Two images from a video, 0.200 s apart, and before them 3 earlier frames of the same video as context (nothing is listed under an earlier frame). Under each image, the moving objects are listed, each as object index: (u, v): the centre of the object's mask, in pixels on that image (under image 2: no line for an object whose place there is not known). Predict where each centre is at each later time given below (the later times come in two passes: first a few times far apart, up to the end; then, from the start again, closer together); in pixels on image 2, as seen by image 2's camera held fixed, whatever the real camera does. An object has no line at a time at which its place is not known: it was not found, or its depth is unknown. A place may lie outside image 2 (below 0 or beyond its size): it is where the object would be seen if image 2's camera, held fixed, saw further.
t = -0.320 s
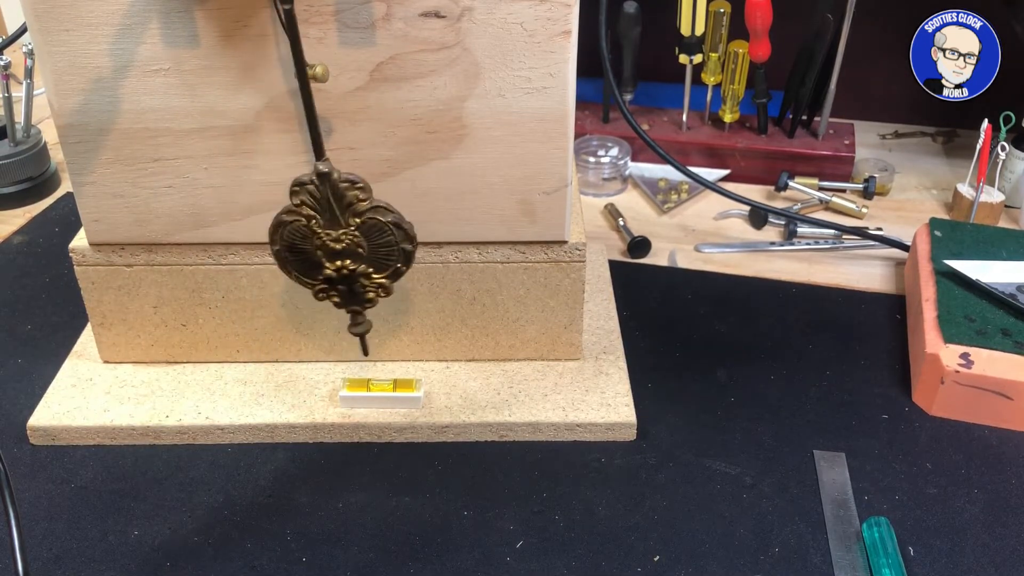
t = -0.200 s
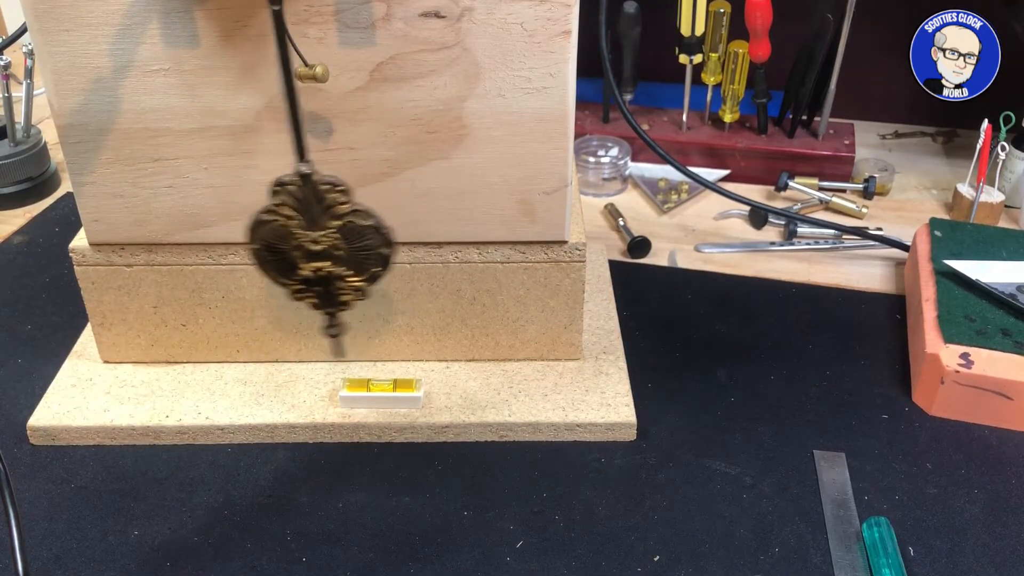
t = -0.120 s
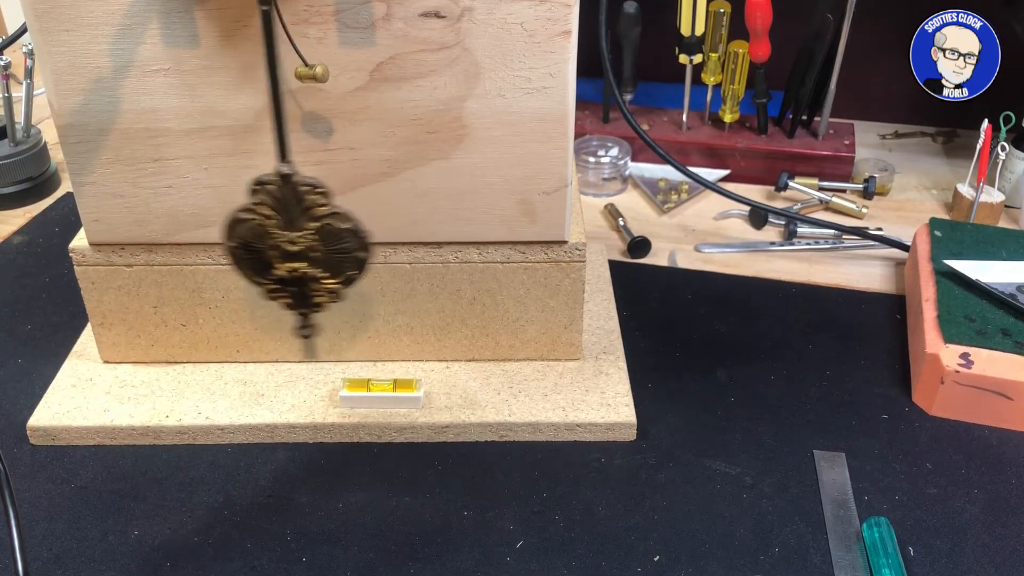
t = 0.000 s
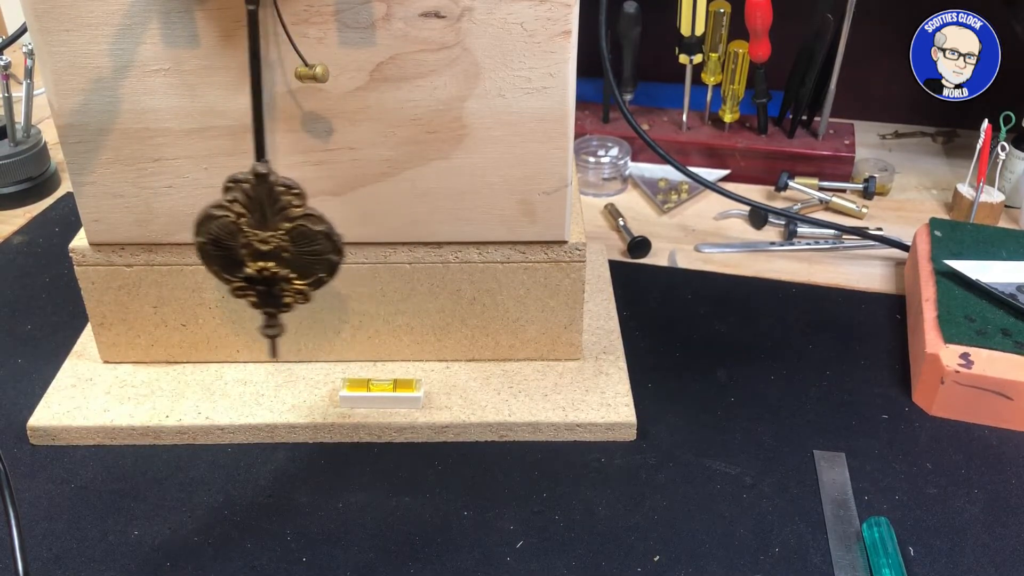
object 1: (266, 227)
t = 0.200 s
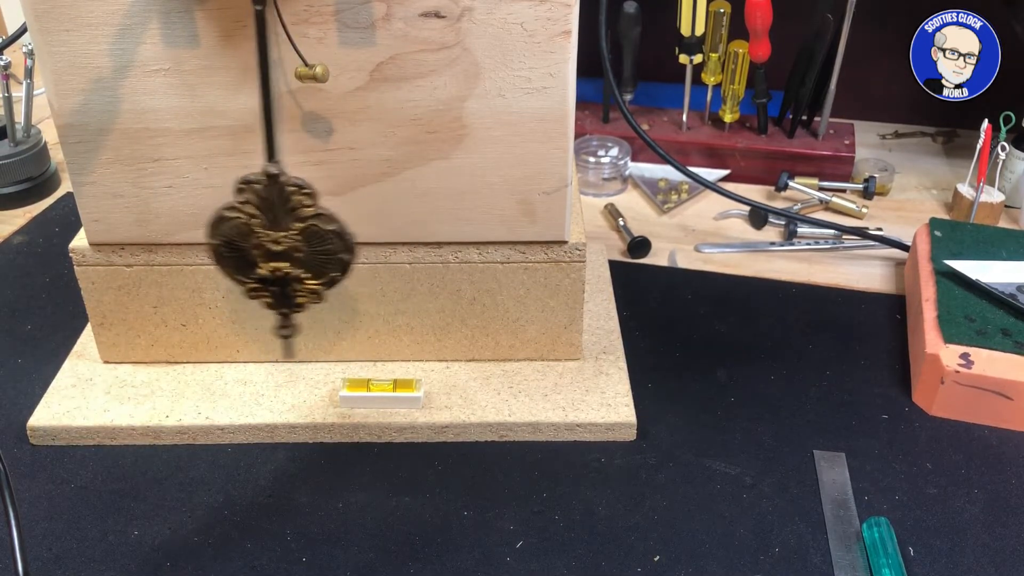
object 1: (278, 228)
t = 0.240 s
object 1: (289, 228)
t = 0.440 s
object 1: (335, 223)
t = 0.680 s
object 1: (306, 228)
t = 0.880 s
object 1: (263, 226)
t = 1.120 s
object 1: (300, 227)
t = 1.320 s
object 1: (337, 222)
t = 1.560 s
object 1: (295, 226)
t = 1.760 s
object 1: (262, 226)
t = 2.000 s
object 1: (310, 227)
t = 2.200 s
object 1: (337, 223)
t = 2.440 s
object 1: (285, 227)
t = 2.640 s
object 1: (264, 227)
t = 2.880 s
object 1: (320, 226)
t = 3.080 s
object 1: (333, 224)
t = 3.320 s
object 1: (275, 227)
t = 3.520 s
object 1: (269, 227)
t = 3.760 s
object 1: (328, 225)
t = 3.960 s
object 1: (327, 226)
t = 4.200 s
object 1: (268, 227)
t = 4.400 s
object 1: (277, 227)
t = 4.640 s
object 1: (333, 223)
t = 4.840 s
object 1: (319, 226)
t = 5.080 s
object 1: (264, 226)
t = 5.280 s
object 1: (286, 228)
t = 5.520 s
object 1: (336, 222)
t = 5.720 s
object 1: (309, 227)
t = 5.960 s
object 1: (263, 226)
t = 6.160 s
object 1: (296, 228)
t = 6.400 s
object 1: (336, 222)
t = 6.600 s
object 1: (298, 227)
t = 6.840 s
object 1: (264, 226)
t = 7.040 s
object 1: (307, 227)
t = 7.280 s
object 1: (334, 223)
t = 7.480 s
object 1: (288, 227)
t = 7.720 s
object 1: (268, 227)
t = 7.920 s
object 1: (316, 226)
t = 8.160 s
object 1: (329, 225)
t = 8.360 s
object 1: (279, 227)
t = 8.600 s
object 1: (275, 227)
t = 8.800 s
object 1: (325, 226)
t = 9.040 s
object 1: (321, 226)
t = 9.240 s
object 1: (271, 227)
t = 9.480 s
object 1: (283, 228)
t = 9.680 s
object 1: (331, 224)
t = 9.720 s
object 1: (335, 223)
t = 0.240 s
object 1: (289, 228)
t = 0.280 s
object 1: (300, 227)
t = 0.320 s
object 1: (312, 225)
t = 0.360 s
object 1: (322, 226)
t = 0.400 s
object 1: (330, 225)
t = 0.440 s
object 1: (335, 223)
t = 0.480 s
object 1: (337, 222)
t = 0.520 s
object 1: (337, 222)
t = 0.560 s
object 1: (333, 223)
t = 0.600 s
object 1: (326, 225)
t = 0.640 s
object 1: (317, 227)
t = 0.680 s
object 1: (306, 228)
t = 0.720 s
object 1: (294, 228)
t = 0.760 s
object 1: (284, 228)
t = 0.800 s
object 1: (274, 227)
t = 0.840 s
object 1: (267, 227)
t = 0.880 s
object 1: (263, 226)
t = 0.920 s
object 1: (262, 226)
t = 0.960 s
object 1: (264, 227)
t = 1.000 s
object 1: (270, 227)
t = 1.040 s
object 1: (278, 228)
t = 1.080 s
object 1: (289, 228)
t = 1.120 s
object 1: (300, 227)
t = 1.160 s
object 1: (311, 228)
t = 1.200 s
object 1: (321, 226)
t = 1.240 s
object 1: (330, 225)
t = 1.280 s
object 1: (335, 223)
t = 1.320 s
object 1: (337, 222)
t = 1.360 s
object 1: (337, 223)
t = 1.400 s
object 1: (333, 224)
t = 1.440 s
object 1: (326, 226)
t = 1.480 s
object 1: (317, 227)
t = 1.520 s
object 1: (306, 227)
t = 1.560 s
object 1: (295, 226)
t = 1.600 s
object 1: (284, 227)
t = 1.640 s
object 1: (274, 227)
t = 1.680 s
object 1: (267, 227)
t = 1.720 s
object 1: (263, 226)
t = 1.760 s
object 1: (262, 226)
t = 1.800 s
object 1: (264, 227)
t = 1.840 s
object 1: (270, 228)
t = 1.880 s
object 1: (278, 228)
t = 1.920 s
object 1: (288, 228)
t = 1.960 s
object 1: (299, 228)
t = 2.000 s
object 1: (310, 227)
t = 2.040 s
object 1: (321, 226)
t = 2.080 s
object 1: (329, 225)
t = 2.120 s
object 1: (335, 224)
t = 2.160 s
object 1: (337, 222)
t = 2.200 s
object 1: (337, 223)
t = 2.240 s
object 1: (333, 224)
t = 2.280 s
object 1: (326, 226)
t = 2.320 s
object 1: (317, 227)
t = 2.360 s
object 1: (307, 226)
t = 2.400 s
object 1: (296, 226)
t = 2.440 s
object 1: (285, 227)
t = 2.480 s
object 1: (275, 227)
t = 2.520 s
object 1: (267, 227)
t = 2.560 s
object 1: (263, 226)
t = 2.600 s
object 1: (262, 226)
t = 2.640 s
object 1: (264, 227)
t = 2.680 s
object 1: (269, 228)
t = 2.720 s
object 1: (277, 228)
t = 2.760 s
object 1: (288, 228)
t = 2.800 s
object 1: (299, 228)
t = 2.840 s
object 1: (310, 227)
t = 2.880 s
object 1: (320, 226)
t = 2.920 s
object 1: (328, 225)
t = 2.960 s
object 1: (334, 223)
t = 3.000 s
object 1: (337, 222)
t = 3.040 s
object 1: (336, 222)
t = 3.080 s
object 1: (333, 224)
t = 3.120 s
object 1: (327, 225)
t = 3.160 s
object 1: (318, 227)
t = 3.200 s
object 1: (307, 227)
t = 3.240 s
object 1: (296, 227)
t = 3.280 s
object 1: (285, 227)
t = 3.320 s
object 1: (275, 227)
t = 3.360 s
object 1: (268, 227)
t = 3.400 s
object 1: (263, 227)
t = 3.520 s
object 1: (269, 227)
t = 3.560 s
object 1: (277, 227)
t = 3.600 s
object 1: (287, 228)
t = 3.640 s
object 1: (298, 227)
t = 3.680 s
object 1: (309, 227)
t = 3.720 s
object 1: (319, 226)
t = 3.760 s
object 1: (328, 225)
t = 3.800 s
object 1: (334, 223)
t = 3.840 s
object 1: (337, 222)
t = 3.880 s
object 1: (336, 222)
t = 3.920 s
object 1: (333, 224)
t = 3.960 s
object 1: (327, 226)
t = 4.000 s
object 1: (318, 226)
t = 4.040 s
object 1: (308, 226)
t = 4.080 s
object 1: (297, 227)
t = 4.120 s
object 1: (286, 228)
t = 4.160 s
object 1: (276, 228)
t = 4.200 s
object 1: (268, 227)
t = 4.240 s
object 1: (264, 226)
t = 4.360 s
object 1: (269, 227)
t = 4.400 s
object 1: (277, 227)
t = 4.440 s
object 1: (287, 227)
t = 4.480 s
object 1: (298, 228)
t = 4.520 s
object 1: (309, 227)
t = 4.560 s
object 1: (319, 227)
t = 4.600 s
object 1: (328, 226)
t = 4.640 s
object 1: (333, 223)
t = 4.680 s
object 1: (336, 222)
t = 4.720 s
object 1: (337, 223)
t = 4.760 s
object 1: (333, 224)
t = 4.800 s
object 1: (327, 226)
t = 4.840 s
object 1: (319, 226)
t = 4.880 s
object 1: (308, 227)
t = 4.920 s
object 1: (297, 227)
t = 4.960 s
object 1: (286, 227)
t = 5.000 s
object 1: (277, 227)
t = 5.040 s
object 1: (269, 227)
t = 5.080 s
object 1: (264, 226)
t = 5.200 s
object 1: (269, 227)
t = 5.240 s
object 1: (277, 228)
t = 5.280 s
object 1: (286, 228)
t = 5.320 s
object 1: (297, 227)
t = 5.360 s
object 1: (308, 227)
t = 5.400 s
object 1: (318, 227)
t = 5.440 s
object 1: (327, 225)
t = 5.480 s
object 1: (333, 223)
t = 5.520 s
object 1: (336, 222)
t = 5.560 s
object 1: (336, 223)
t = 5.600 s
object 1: (333, 224)
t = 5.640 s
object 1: (328, 226)
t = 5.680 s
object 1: (319, 226)
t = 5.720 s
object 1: (309, 227)
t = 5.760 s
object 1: (298, 227)
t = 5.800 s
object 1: (287, 228)
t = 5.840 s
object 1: (277, 227)
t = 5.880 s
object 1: (269, 227)
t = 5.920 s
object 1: (264, 226)
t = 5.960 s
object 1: (263, 226)
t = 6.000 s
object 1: (264, 227)
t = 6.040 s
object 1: (269, 227)
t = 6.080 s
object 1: (276, 228)
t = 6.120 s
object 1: (286, 228)
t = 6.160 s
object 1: (296, 228)
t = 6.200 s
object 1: (307, 228)
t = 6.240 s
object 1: (318, 227)
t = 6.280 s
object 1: (326, 226)
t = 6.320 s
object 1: (332, 223)
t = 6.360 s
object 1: (336, 222)
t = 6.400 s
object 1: (336, 222)
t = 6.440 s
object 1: (334, 224)
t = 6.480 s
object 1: (328, 226)
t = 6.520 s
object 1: (320, 226)
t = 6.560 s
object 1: (309, 227)
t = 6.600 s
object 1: (298, 227)
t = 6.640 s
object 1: (288, 227)
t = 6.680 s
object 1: (278, 227)
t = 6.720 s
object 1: (270, 227)
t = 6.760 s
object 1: (265, 226)
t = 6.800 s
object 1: (263, 226)
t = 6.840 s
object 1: (264, 226)
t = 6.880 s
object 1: (268, 227)
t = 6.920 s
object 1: (276, 227)
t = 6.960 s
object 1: (285, 227)
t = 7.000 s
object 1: (296, 227)
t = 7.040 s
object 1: (307, 227)
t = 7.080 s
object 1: (317, 226)
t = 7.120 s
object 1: (326, 225)
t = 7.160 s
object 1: (332, 224)
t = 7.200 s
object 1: (336, 222)
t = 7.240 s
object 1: (336, 223)
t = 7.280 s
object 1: (334, 223)
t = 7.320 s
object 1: (328, 225)
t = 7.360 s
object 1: (320, 225)
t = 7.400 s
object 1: (310, 226)
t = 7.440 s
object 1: (299, 226)
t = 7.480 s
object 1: (288, 227)
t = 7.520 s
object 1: (278, 227)
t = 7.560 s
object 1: (270, 227)
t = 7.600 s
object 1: (265, 226)
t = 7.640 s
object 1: (263, 226)
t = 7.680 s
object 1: (264, 226)
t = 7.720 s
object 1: (268, 227)
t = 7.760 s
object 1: (275, 227)
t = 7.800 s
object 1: (284, 228)
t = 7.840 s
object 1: (295, 227)
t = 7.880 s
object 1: (306, 227)
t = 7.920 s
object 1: (316, 226)
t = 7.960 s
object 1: (325, 225)
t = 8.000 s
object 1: (332, 224)
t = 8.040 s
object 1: (336, 223)
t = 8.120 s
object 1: (334, 223)
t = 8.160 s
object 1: (329, 225)
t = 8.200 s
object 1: (320, 226)
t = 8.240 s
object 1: (311, 227)
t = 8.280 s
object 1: (300, 227)
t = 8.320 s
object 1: (289, 227)
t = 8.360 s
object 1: (279, 227)
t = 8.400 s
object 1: (271, 227)
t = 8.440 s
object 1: (265, 226)
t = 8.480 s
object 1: (263, 226)
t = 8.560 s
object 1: (268, 227)
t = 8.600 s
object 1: (275, 227)
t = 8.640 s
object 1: (284, 228)
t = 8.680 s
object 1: (294, 228)
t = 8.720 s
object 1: (305, 227)
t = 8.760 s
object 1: (316, 226)
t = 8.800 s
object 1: (325, 226)
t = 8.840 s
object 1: (331, 224)
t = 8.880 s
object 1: (335, 222)
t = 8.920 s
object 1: (336, 222)
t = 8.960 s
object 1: (334, 224)
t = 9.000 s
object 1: (329, 225)
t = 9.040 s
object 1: (321, 226)
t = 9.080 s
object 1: (311, 227)
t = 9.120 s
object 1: (300, 227)
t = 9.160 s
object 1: (290, 227)
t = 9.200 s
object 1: (280, 227)
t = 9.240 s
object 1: (271, 227)
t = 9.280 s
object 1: (266, 226)
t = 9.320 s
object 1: (263, 226)
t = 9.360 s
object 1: (264, 226)
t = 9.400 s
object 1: (268, 227)
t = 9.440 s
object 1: (274, 227)
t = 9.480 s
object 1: (283, 228)
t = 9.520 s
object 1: (293, 227)
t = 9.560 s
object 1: (304, 226)
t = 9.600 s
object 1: (315, 226)
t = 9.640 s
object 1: (324, 226)
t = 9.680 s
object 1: (331, 224)
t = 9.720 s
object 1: (335, 223)
